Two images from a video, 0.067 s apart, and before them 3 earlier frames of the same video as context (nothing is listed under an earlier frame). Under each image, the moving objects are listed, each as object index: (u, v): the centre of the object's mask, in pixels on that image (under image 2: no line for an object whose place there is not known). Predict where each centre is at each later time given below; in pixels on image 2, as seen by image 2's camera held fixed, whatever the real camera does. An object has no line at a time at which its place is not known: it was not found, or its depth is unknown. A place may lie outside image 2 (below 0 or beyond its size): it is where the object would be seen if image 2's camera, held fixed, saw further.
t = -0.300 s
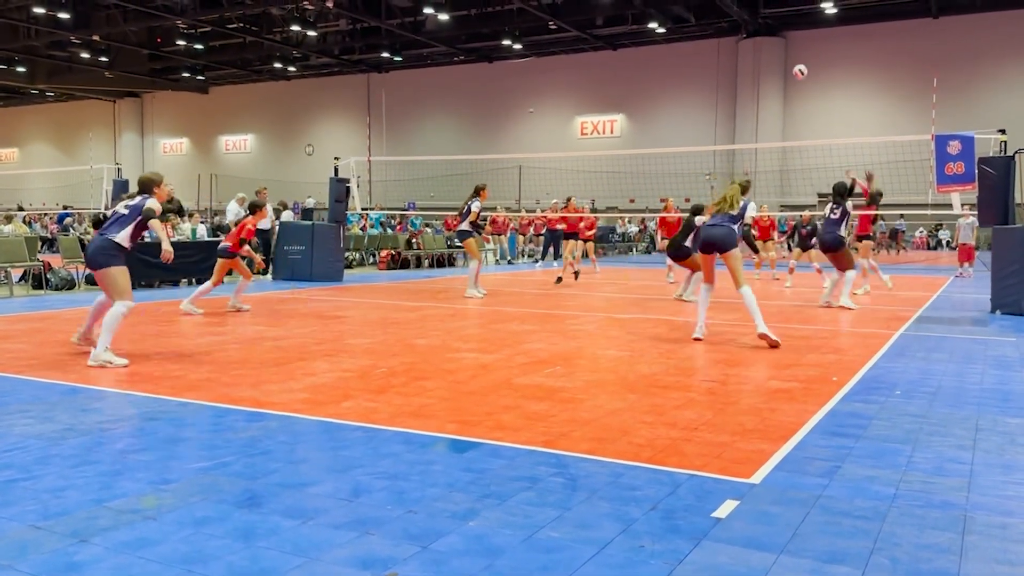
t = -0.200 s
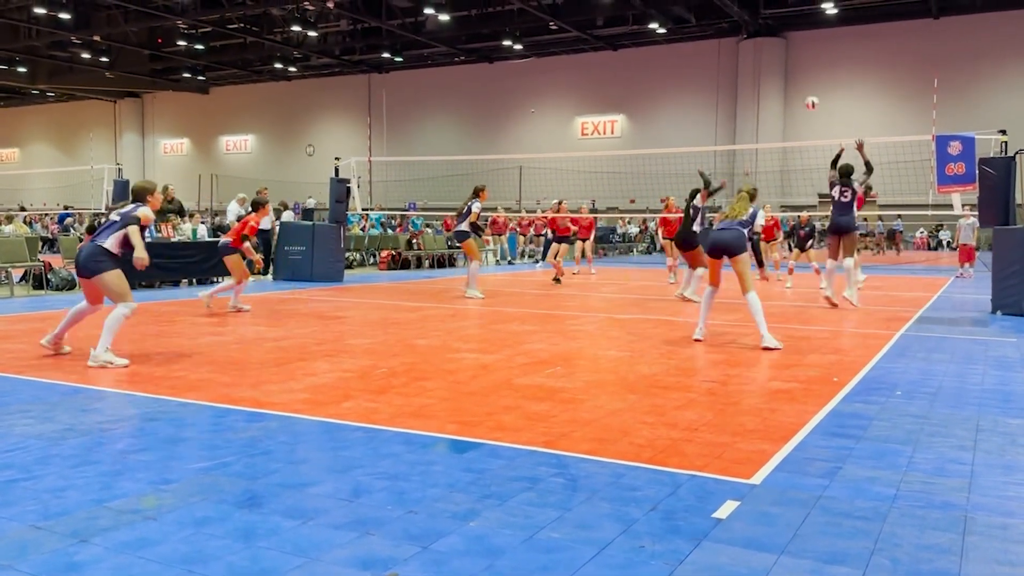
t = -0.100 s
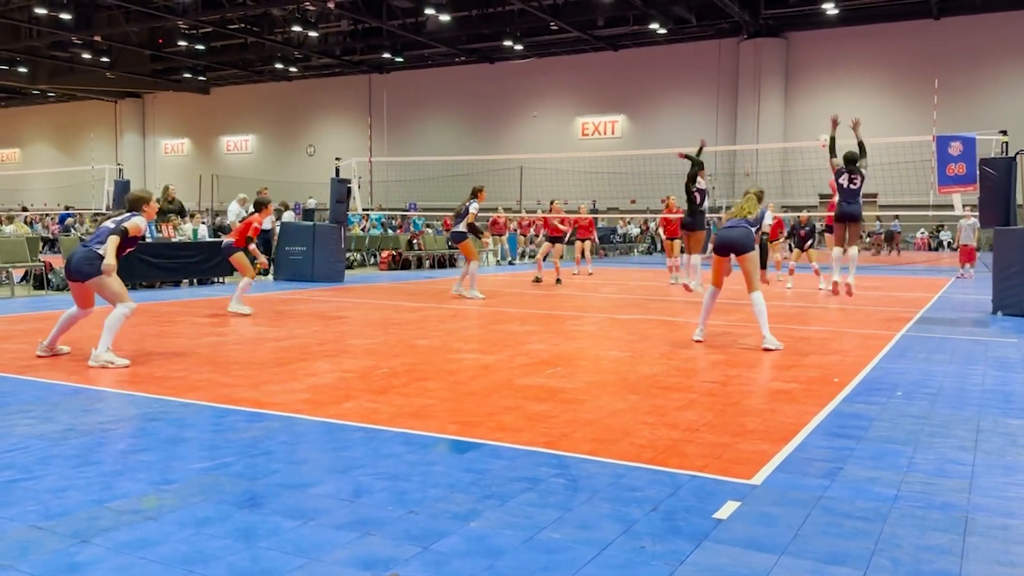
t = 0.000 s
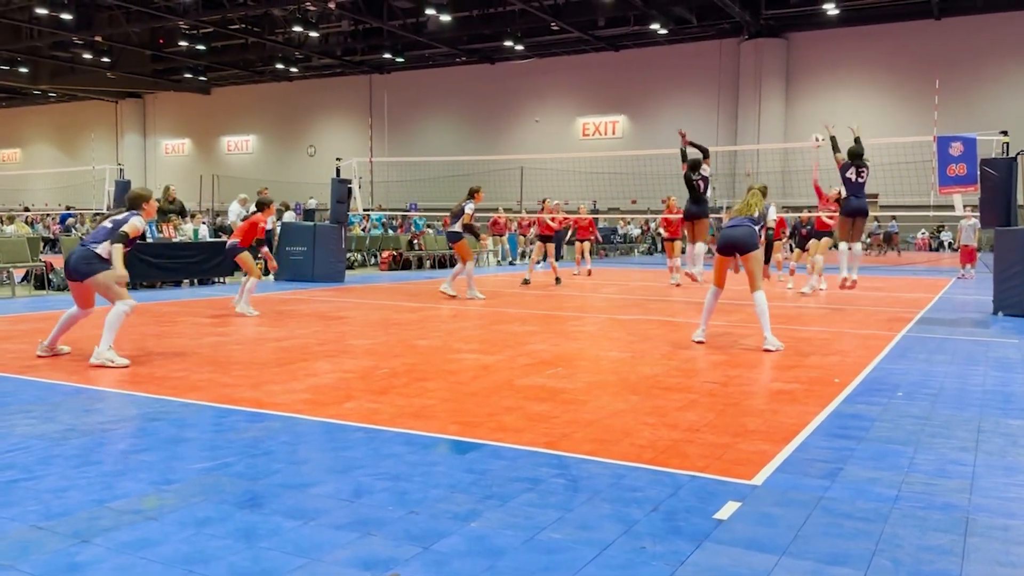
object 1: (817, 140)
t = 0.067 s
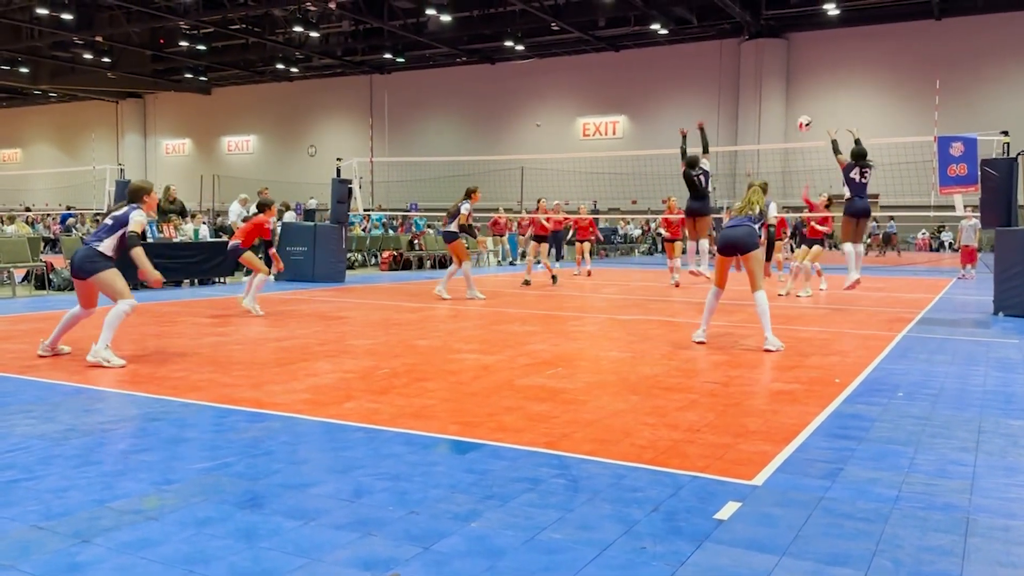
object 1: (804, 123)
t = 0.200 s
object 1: (775, 93)
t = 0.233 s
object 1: (768, 87)
